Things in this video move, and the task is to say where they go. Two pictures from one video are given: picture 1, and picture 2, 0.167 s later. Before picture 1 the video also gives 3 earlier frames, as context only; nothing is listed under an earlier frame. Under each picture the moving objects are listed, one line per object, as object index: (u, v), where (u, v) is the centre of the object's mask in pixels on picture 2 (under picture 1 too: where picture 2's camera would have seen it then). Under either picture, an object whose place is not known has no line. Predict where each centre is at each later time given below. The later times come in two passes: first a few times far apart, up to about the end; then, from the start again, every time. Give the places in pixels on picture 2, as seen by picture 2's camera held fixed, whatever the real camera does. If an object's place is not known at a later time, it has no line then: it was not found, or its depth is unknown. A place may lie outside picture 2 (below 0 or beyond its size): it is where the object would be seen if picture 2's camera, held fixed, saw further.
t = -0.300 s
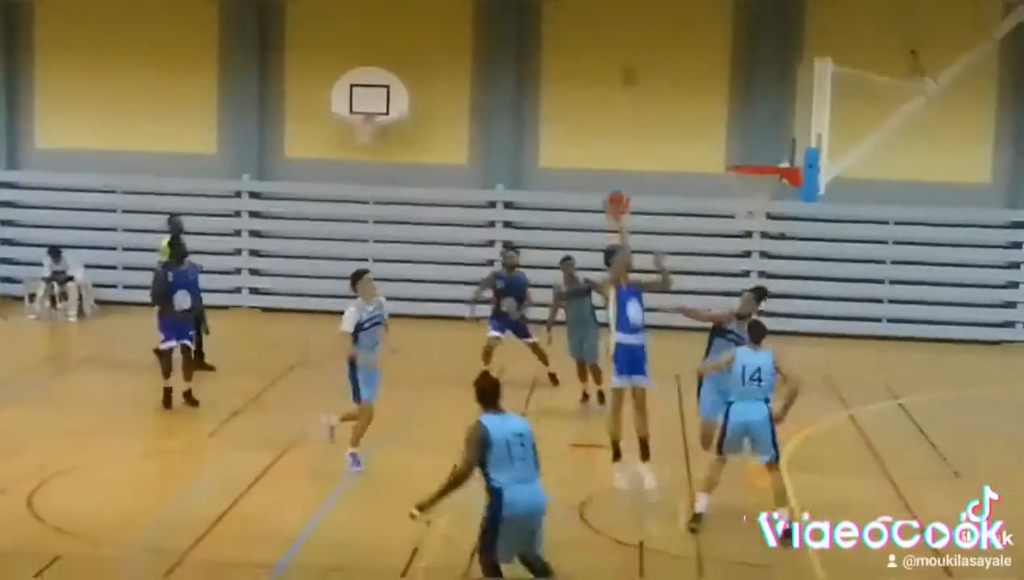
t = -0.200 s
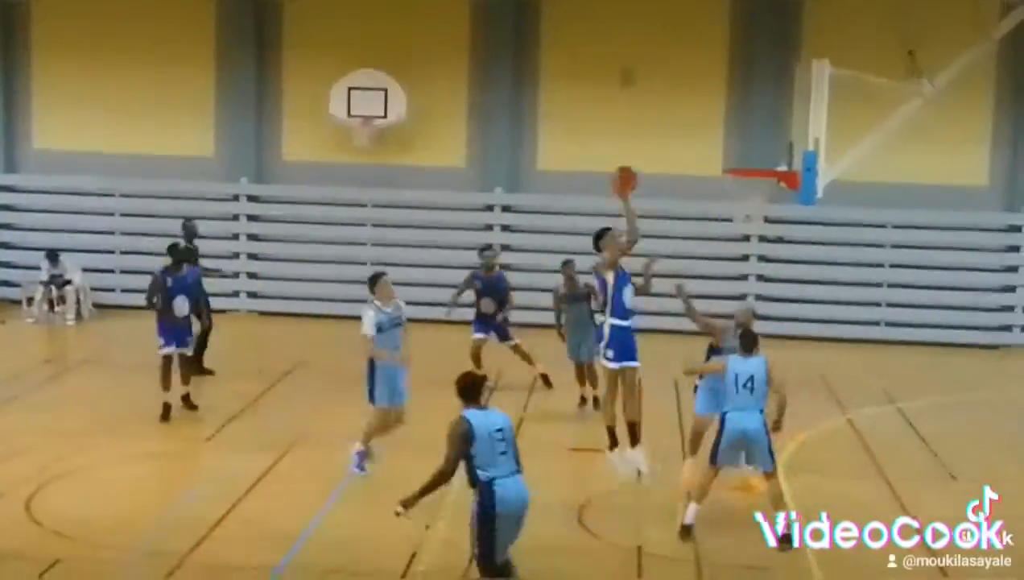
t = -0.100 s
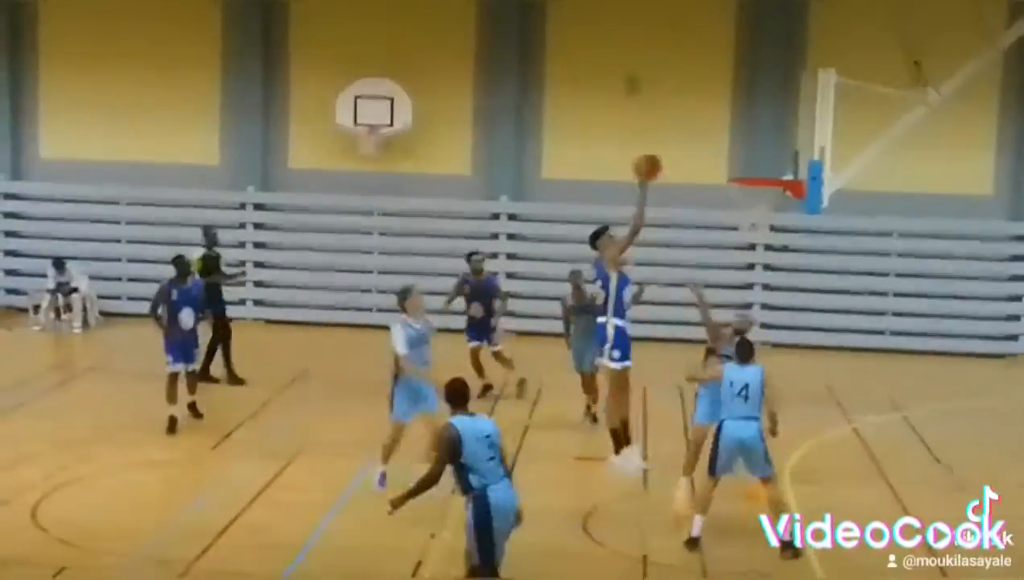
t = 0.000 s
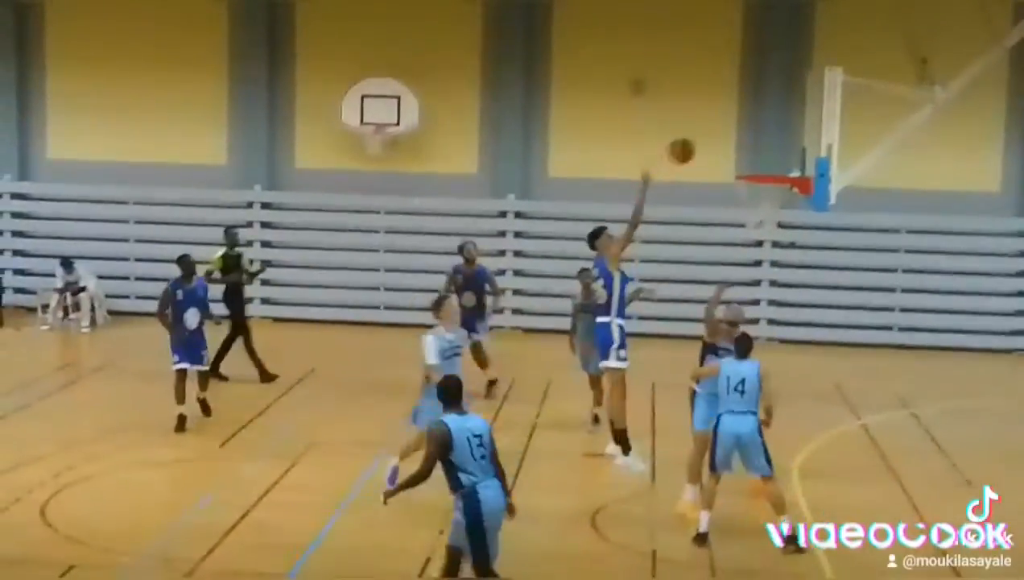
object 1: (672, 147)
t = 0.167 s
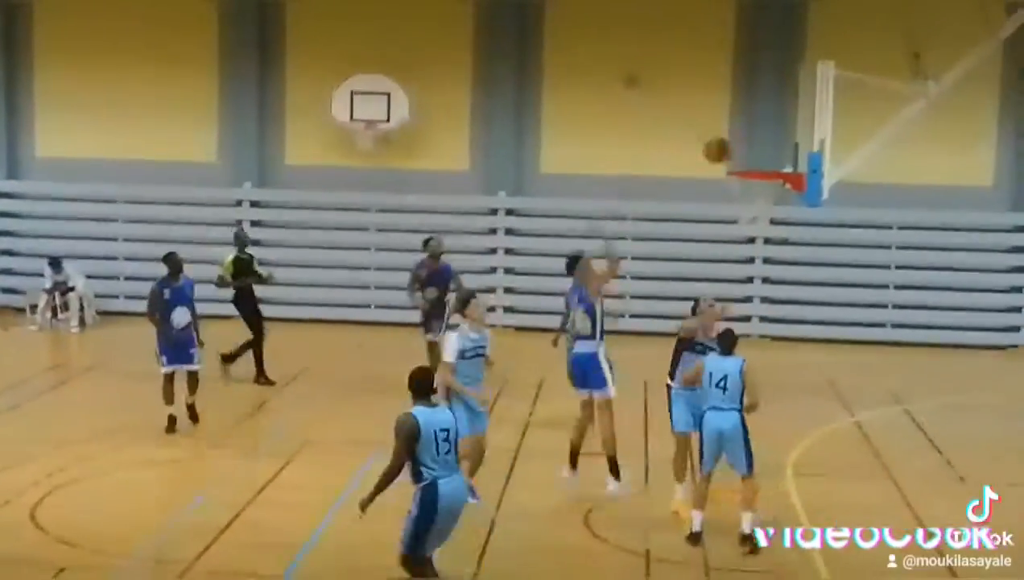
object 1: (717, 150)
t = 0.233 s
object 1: (734, 162)
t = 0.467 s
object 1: (775, 193)
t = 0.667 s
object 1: (780, 205)
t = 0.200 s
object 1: (725, 154)
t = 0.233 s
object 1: (734, 162)
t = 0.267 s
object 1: (739, 162)
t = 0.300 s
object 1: (744, 164)
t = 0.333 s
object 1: (749, 167)
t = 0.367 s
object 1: (758, 173)
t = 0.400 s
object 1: (762, 178)
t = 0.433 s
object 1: (770, 188)
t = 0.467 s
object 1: (775, 193)
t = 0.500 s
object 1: (779, 196)
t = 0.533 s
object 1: (779, 198)
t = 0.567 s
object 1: (780, 200)
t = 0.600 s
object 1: (781, 202)
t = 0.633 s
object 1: (781, 203)
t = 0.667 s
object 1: (780, 205)
